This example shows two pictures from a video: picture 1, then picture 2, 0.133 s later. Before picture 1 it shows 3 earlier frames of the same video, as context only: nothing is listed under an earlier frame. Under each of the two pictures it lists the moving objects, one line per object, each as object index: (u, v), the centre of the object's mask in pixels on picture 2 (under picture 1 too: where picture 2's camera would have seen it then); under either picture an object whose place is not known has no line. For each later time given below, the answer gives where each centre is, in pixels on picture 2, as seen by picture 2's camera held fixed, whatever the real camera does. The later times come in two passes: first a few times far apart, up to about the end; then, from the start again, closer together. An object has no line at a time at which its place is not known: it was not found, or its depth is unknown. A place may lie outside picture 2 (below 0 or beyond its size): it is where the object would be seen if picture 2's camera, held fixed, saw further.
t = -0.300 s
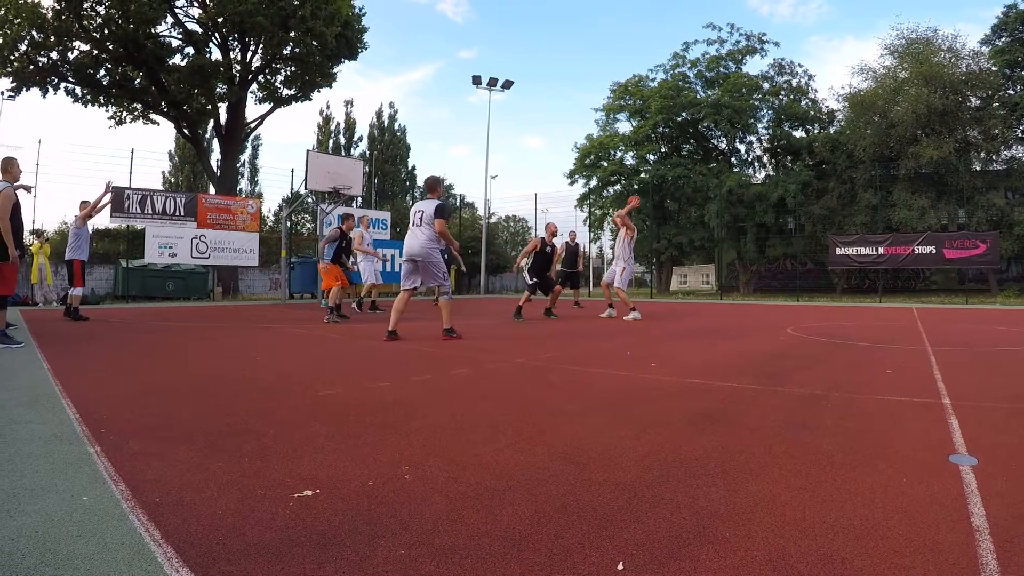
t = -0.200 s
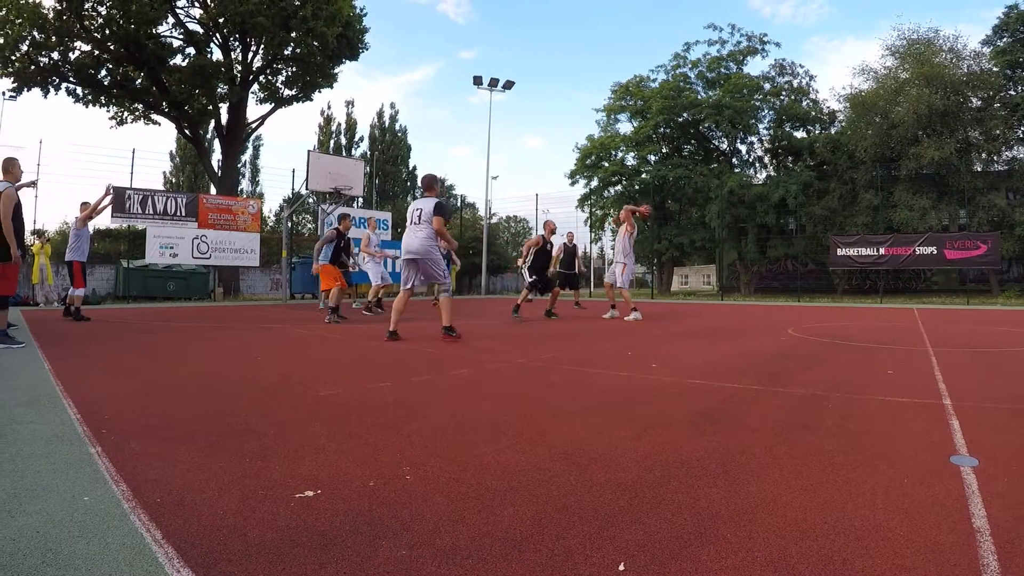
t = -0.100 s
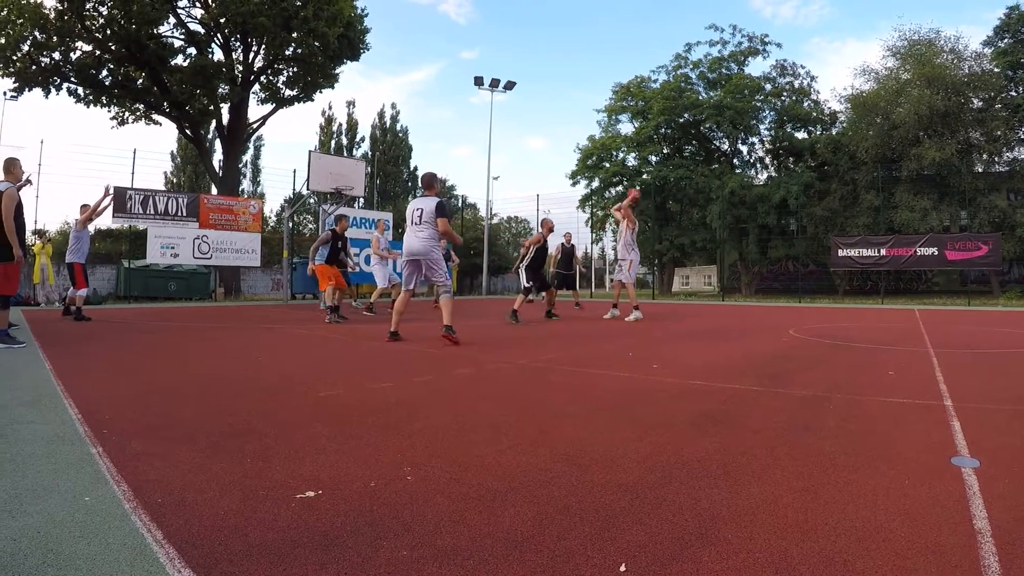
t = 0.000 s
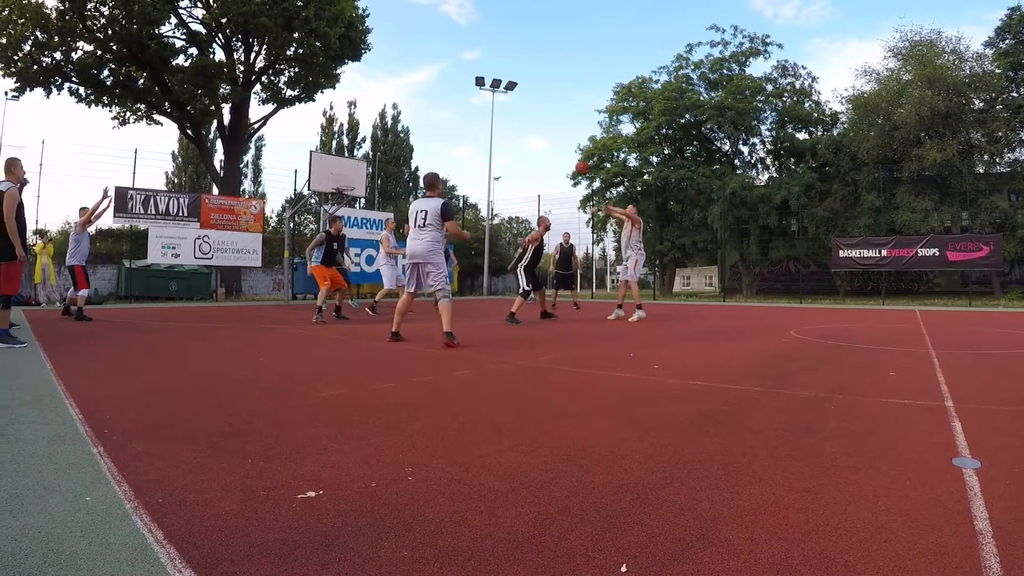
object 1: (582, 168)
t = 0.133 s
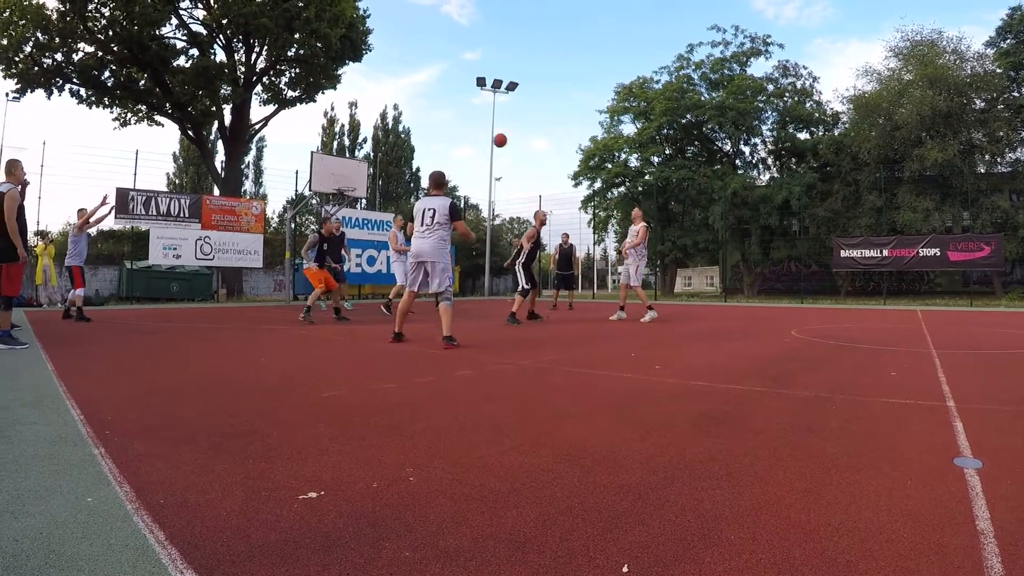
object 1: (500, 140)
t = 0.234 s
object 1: (437, 127)
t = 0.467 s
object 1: (290, 121)
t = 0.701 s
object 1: (153, 151)
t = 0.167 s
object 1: (479, 135)
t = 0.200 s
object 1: (458, 131)
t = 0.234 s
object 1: (437, 127)
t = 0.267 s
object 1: (415, 124)
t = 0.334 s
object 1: (374, 119)
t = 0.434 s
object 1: (311, 119)
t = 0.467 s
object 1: (290, 121)
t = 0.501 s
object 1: (269, 123)
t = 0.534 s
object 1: (248, 126)
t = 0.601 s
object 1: (210, 134)
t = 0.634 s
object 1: (191, 138)
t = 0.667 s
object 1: (172, 145)
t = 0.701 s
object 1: (153, 151)
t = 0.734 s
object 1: (134, 158)
